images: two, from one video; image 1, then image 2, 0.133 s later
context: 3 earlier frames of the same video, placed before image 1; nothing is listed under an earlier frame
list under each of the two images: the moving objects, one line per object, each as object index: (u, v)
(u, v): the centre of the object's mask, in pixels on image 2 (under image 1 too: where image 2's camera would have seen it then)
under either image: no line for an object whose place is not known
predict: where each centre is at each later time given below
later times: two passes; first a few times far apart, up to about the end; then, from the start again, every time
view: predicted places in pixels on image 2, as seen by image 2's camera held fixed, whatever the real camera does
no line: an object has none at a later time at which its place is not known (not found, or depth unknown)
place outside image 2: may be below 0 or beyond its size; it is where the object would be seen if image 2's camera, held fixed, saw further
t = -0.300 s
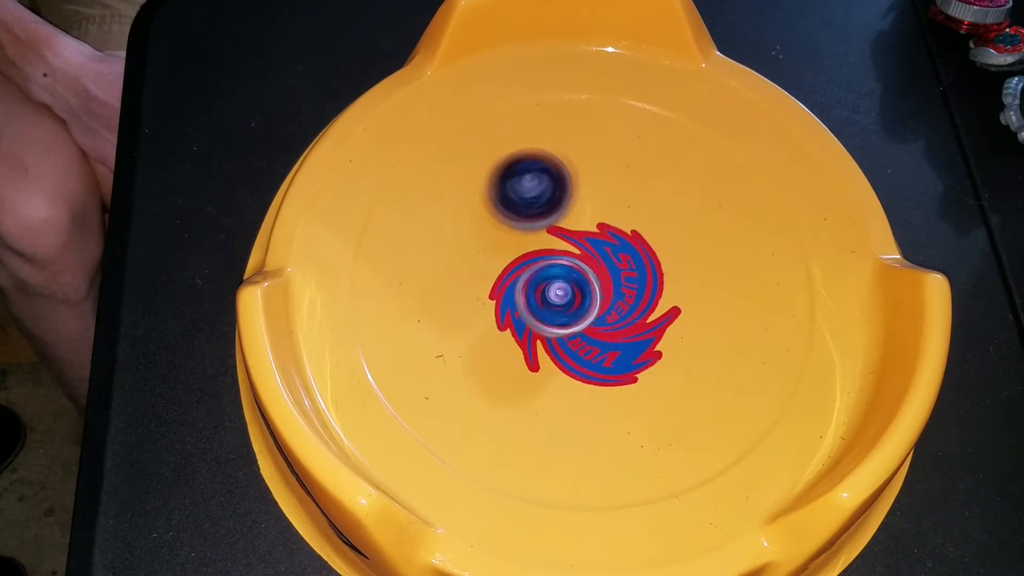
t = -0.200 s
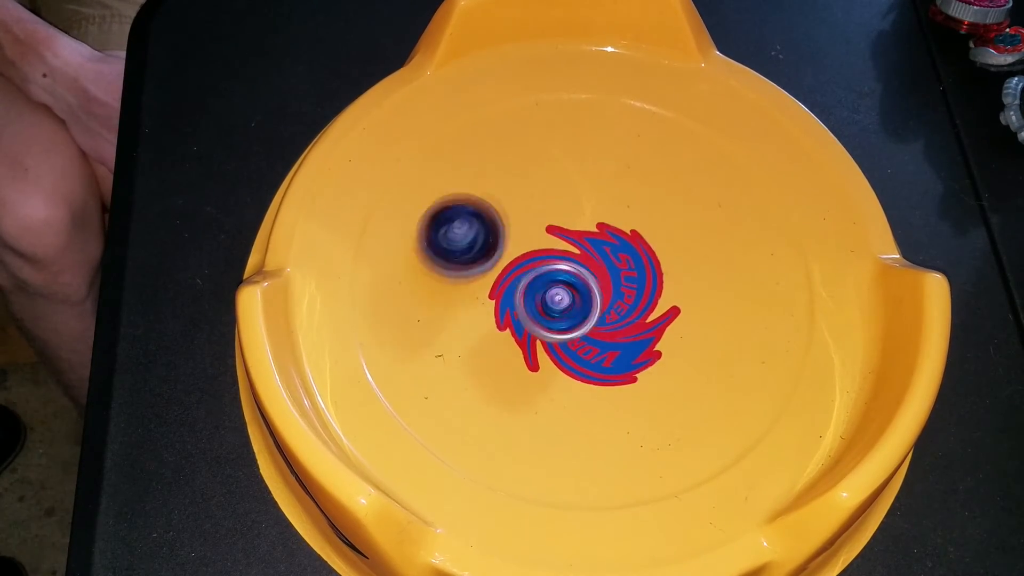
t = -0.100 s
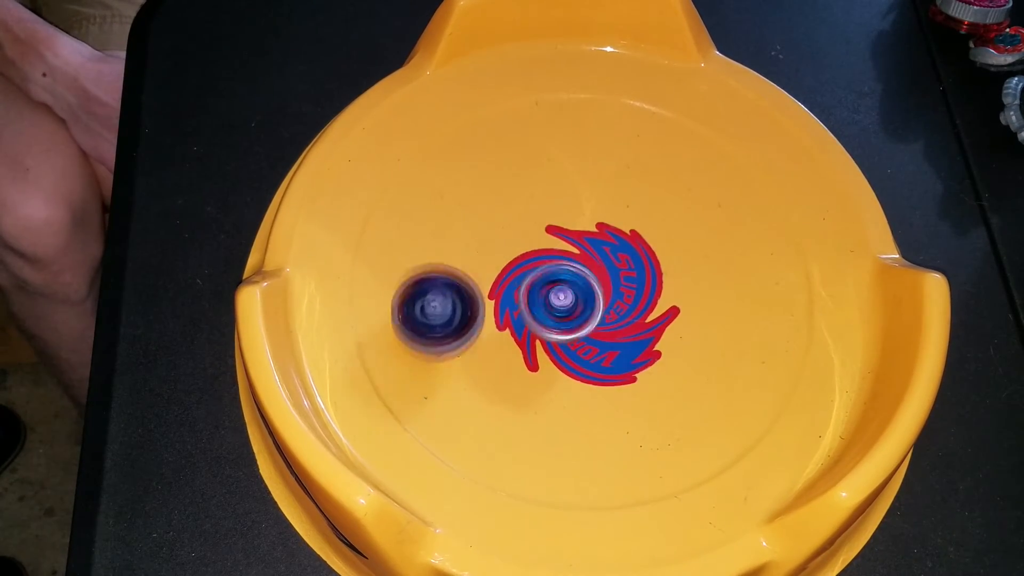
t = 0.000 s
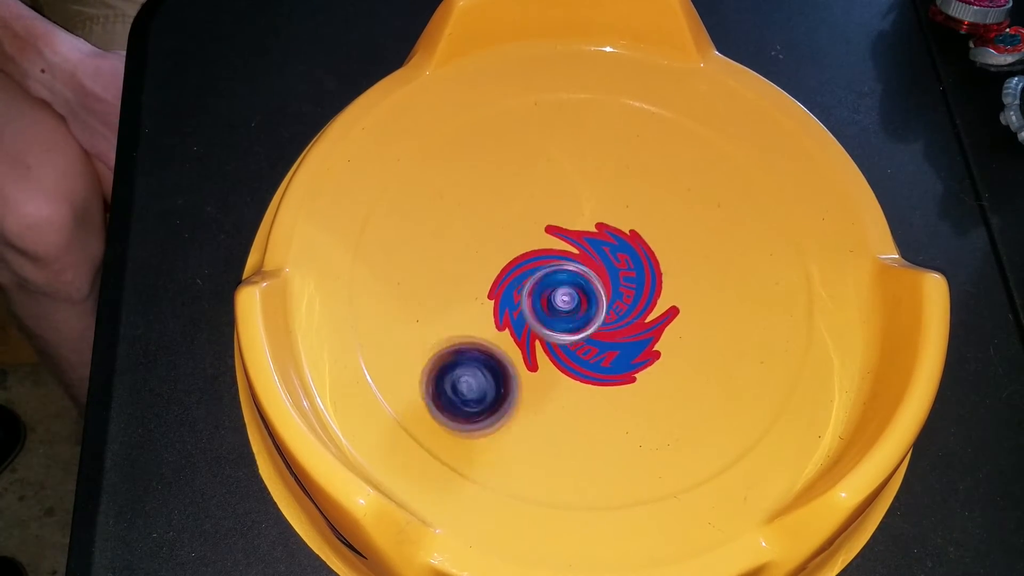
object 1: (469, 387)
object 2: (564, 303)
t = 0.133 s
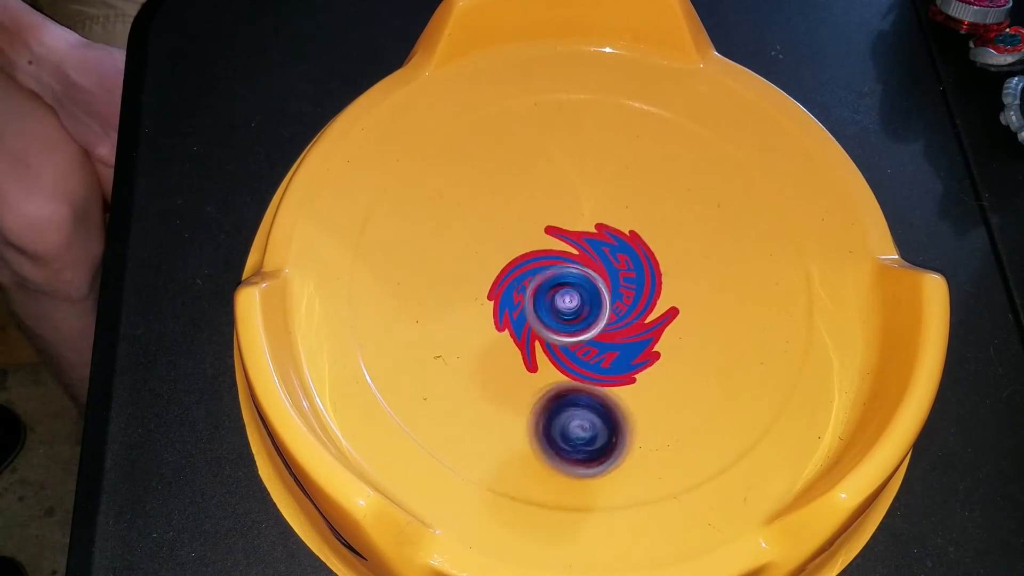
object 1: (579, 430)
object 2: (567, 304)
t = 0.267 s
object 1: (676, 379)
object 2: (569, 306)
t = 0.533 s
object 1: (612, 202)
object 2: (568, 308)
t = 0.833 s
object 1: (416, 265)
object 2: (561, 310)
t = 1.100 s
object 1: (559, 402)
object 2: (553, 305)
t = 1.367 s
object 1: (687, 260)
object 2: (548, 300)
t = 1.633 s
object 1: (532, 169)
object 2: (557, 302)
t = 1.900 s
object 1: (462, 331)
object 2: (561, 303)
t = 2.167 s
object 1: (664, 389)
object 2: (566, 310)
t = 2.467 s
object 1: (656, 212)
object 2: (571, 311)
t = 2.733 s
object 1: (464, 243)
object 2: (565, 303)
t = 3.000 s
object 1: (513, 410)
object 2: (561, 306)
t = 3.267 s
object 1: (679, 331)
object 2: (565, 304)
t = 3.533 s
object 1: (571, 188)
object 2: (562, 302)
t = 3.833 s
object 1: (432, 296)
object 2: (564, 307)
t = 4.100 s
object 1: (609, 390)
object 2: (565, 297)
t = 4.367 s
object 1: (691, 250)
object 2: (574, 290)
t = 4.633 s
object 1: (527, 198)
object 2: (565, 298)
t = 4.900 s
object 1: (475, 354)
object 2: (559, 296)
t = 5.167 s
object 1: (654, 386)
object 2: (556, 296)
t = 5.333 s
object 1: (681, 285)
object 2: (558, 296)
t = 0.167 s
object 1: (610, 426)
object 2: (568, 305)
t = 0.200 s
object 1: (636, 415)
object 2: (569, 305)
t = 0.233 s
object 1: (659, 399)
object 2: (569, 304)
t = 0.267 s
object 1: (676, 379)
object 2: (569, 306)
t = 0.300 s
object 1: (688, 355)
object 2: (570, 306)
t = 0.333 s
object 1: (693, 329)
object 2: (570, 305)
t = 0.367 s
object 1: (692, 303)
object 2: (569, 305)
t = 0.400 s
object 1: (685, 278)
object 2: (569, 306)
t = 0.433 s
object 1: (672, 254)
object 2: (569, 306)
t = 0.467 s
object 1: (656, 234)
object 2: (568, 306)
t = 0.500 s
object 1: (635, 216)
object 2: (568, 308)
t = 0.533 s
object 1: (612, 202)
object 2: (568, 308)
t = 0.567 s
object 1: (586, 191)
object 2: (567, 309)
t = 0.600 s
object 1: (559, 185)
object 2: (567, 310)
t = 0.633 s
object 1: (532, 183)
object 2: (566, 309)
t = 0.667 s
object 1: (506, 186)
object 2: (565, 310)
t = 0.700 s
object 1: (481, 194)
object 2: (565, 310)
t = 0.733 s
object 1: (458, 207)
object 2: (564, 310)
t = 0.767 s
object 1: (438, 223)
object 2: (563, 311)
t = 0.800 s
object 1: (424, 243)
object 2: (562, 310)
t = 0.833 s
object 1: (416, 265)
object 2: (561, 310)
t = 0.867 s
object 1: (415, 290)
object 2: (560, 310)
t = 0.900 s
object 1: (421, 315)
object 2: (559, 308)
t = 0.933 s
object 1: (432, 338)
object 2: (558, 308)
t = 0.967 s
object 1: (450, 360)
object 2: (557, 308)
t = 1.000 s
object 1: (474, 378)
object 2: (557, 307)
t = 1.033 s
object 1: (500, 391)
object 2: (555, 306)
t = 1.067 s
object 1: (529, 399)
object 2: (554, 306)
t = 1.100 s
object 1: (559, 402)
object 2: (553, 305)
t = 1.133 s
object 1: (590, 397)
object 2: (552, 304)
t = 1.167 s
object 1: (619, 388)
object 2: (552, 303)
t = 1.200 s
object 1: (643, 372)
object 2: (552, 302)
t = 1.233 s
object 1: (663, 355)
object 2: (550, 301)
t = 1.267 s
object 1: (678, 333)
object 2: (550, 301)
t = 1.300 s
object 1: (686, 309)
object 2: (550, 300)
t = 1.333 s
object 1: (689, 284)
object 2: (548, 299)
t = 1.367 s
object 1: (687, 260)
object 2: (548, 300)
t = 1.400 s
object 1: (679, 237)
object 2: (548, 301)
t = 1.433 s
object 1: (667, 216)
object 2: (548, 301)
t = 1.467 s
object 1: (651, 198)
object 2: (549, 301)
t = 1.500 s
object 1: (631, 183)
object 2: (549, 302)
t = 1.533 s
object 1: (608, 172)
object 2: (551, 302)
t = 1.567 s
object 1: (583, 166)
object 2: (554, 303)
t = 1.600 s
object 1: (557, 165)
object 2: (555, 303)
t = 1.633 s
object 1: (532, 169)
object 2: (557, 302)
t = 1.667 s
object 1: (509, 176)
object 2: (559, 303)
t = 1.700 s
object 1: (487, 190)
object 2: (559, 302)
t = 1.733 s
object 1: (469, 209)
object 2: (561, 301)
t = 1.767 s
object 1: (456, 230)
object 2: (561, 301)
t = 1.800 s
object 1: (448, 255)
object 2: (560, 301)
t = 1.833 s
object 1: (446, 280)
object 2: (561, 302)
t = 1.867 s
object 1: (451, 306)
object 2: (562, 302)
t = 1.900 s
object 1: (462, 331)
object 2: (561, 303)
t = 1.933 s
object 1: (477, 355)
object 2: (562, 305)
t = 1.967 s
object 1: (499, 375)
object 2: (563, 305)
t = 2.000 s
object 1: (525, 391)
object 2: (562, 306)
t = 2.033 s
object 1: (552, 402)
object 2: (563, 307)
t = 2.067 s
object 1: (582, 407)
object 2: (564, 308)
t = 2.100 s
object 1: (611, 406)
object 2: (565, 309)
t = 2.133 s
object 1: (639, 400)
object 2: (566, 310)
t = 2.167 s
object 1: (664, 389)
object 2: (566, 310)
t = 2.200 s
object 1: (686, 374)
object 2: (567, 311)
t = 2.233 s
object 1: (702, 355)
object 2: (568, 311)
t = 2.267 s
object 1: (712, 333)
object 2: (568, 312)
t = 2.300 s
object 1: (717, 310)
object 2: (569, 312)
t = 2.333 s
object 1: (714, 287)
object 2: (569, 312)
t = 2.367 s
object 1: (707, 265)
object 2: (570, 312)
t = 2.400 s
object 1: (694, 244)
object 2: (571, 312)
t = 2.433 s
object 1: (677, 227)
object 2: (571, 312)
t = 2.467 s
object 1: (656, 212)
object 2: (571, 311)
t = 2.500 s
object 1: (632, 201)
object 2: (572, 311)
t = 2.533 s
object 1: (606, 194)
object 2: (571, 309)
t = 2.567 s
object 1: (578, 192)
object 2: (570, 307)
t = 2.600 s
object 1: (551, 194)
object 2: (570, 308)
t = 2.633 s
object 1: (526, 201)
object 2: (569, 307)
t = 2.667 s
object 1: (503, 211)
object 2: (568, 305)
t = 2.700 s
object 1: (481, 225)
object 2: (567, 303)
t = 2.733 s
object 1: (464, 243)
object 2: (565, 303)
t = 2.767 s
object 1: (450, 263)
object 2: (562, 303)
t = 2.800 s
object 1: (443, 286)
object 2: (562, 302)
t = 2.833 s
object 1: (441, 310)
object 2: (561, 304)
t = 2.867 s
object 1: (444, 334)
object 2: (559, 305)
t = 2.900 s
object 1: (454, 357)
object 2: (559, 306)
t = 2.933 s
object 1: (469, 379)
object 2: (560, 306)
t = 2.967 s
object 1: (489, 396)
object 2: (561, 307)
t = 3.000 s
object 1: (513, 410)
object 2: (561, 306)
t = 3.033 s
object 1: (540, 418)
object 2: (561, 305)
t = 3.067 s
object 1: (567, 420)
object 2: (561, 307)
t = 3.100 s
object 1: (595, 417)
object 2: (562, 306)
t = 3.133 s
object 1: (621, 408)
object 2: (562, 306)
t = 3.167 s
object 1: (643, 394)
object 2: (563, 306)
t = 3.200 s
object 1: (661, 376)
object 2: (564, 306)
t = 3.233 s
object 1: (674, 355)
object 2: (565, 305)
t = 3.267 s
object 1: (679, 331)
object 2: (565, 304)
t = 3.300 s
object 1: (681, 308)
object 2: (565, 302)
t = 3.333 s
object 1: (677, 283)
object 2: (564, 302)
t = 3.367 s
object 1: (667, 261)
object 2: (562, 302)
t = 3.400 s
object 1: (654, 241)
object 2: (562, 302)
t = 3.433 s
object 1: (637, 223)
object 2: (563, 302)
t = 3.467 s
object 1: (617, 208)
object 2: (563, 303)
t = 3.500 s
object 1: (595, 197)
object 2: (562, 302)
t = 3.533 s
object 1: (571, 188)
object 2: (562, 302)
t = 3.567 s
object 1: (546, 185)
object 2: (562, 302)
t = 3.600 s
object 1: (522, 186)
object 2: (559, 303)
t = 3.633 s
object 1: (499, 190)
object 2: (558, 305)
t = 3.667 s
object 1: (477, 200)
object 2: (559, 306)
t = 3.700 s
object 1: (459, 214)
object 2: (561, 307)
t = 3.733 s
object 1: (444, 230)
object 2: (562, 308)
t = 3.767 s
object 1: (434, 250)
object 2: (562, 308)
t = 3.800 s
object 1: (430, 273)
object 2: (563, 308)
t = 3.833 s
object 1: (432, 296)
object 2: (564, 307)
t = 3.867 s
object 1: (441, 319)
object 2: (563, 307)
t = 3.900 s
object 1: (455, 340)
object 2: (562, 308)
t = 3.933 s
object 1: (474, 358)
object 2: (563, 308)
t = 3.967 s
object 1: (497, 374)
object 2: (563, 307)
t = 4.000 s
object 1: (524, 385)
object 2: (563, 307)
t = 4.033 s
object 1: (552, 389)
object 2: (563, 307)
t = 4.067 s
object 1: (581, 390)
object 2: (562, 306)
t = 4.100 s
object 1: (609, 390)
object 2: (565, 297)
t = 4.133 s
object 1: (634, 382)
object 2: (571, 296)
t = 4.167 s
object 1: (656, 369)
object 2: (573, 293)
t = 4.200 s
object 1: (675, 353)
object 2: (574, 292)
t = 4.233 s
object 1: (689, 335)
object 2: (574, 292)
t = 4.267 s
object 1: (697, 314)
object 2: (574, 293)
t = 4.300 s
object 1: (701, 293)
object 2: (573, 292)
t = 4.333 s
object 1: (698, 271)
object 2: (572, 290)
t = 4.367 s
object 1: (691, 250)
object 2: (574, 290)
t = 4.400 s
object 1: (679, 232)
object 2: (575, 290)
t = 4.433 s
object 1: (664, 216)
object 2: (576, 291)
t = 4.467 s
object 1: (644, 202)
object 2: (576, 292)
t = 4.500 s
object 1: (622, 193)
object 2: (576, 294)
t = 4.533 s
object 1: (599, 188)
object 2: (574, 297)
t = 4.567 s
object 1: (573, 187)
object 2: (572, 298)
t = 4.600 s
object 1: (550, 190)
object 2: (568, 299)
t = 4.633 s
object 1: (527, 198)
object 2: (565, 298)
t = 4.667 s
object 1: (506, 211)
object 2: (562, 298)
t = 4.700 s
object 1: (489, 225)
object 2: (562, 296)
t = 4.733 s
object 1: (474, 243)
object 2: (562, 296)
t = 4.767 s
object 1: (464, 263)
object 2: (563, 296)
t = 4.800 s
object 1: (459, 286)
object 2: (563, 297)
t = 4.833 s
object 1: (459, 310)
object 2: (562, 296)
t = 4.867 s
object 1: (464, 333)
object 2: (561, 296)
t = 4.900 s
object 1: (475, 354)
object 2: (559, 296)
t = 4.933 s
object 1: (490, 374)
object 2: (557, 297)
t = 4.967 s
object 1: (510, 390)
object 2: (555, 297)
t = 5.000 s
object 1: (533, 402)
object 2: (556, 294)
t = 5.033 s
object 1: (558, 410)
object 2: (557, 295)
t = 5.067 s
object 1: (585, 412)
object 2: (557, 295)
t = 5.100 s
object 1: (610, 408)
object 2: (556, 295)
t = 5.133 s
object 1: (634, 400)
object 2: (556, 295)
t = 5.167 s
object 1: (654, 386)
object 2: (556, 296)
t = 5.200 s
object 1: (670, 370)
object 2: (556, 295)
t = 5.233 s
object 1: (681, 350)
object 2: (556, 295)
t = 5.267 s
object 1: (686, 328)
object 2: (557, 295)
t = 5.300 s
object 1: (686, 306)
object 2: (558, 295)
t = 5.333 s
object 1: (681, 285)
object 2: (558, 296)
